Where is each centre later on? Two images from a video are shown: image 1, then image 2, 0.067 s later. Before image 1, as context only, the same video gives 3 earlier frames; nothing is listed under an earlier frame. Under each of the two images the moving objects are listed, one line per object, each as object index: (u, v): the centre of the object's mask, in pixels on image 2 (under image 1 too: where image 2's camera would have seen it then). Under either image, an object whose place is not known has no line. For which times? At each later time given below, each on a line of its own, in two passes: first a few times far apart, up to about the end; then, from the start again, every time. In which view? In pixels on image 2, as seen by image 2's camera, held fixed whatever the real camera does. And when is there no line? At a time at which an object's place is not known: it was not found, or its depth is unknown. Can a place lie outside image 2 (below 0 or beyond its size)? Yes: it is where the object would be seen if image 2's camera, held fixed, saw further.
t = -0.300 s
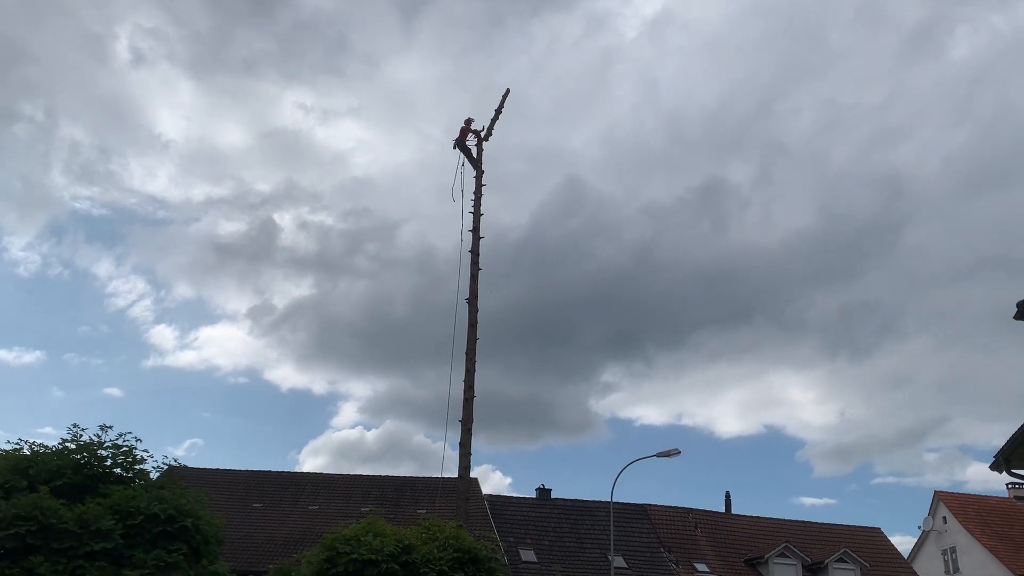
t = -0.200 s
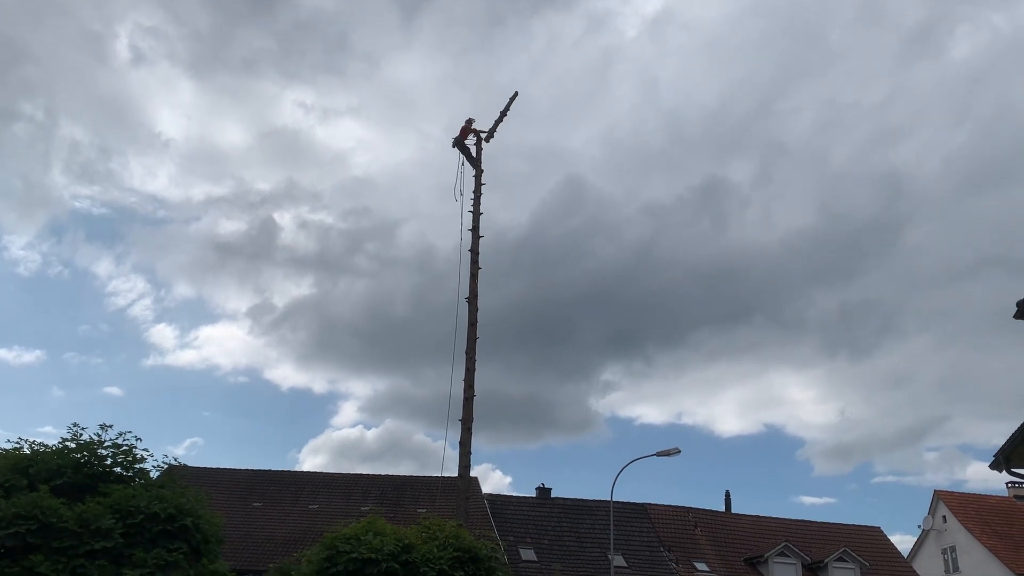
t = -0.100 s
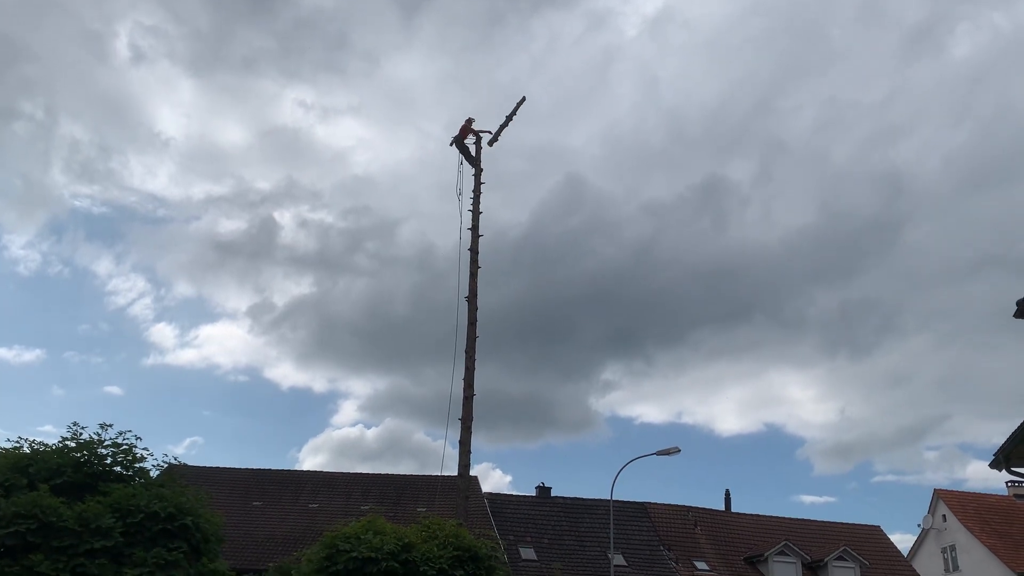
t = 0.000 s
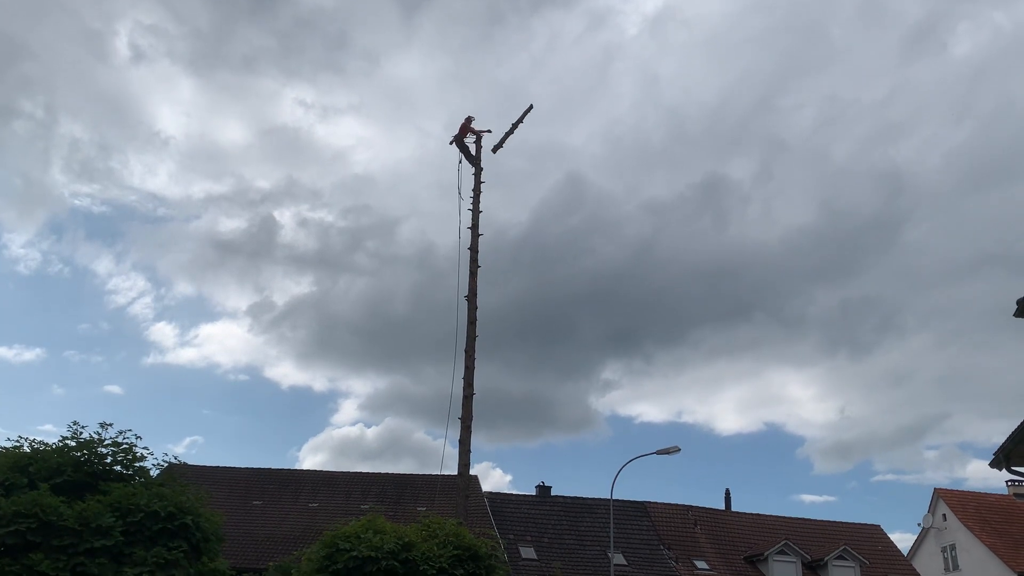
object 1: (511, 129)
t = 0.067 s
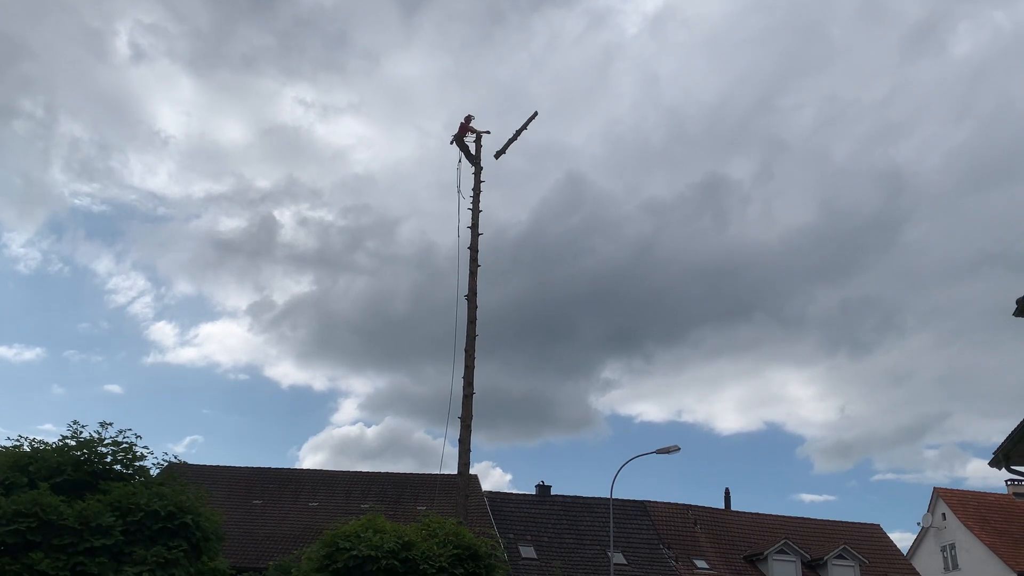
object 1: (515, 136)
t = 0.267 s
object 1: (526, 165)
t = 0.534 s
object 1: (540, 222)
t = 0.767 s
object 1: (551, 293)
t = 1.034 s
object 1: (566, 402)
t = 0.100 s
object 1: (517, 140)
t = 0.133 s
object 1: (518, 145)
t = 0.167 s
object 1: (520, 149)
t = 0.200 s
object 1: (522, 154)
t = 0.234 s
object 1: (524, 160)
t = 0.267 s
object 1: (526, 165)
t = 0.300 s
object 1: (527, 171)
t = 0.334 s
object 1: (529, 177)
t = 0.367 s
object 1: (531, 184)
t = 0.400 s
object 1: (532, 191)
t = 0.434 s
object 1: (535, 198)
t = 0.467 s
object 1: (536, 206)
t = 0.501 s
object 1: (538, 214)
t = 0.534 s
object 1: (540, 222)
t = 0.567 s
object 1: (541, 231)
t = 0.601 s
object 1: (543, 240)
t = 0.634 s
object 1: (545, 250)
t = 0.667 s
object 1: (546, 260)
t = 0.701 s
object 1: (548, 270)
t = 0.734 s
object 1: (549, 281)
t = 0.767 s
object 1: (551, 293)
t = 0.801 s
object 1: (553, 304)
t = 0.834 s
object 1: (555, 317)
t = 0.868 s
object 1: (557, 330)
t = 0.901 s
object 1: (558, 343)
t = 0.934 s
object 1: (560, 357)
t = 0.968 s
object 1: (562, 371)
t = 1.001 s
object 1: (564, 386)
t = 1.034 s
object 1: (566, 402)
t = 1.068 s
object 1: (568, 418)
